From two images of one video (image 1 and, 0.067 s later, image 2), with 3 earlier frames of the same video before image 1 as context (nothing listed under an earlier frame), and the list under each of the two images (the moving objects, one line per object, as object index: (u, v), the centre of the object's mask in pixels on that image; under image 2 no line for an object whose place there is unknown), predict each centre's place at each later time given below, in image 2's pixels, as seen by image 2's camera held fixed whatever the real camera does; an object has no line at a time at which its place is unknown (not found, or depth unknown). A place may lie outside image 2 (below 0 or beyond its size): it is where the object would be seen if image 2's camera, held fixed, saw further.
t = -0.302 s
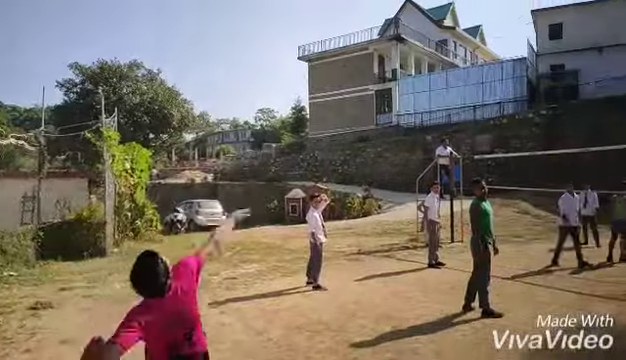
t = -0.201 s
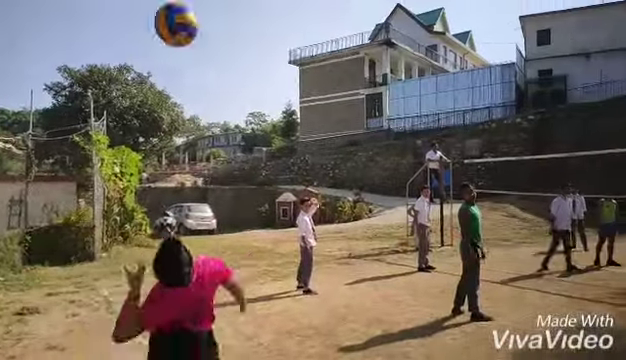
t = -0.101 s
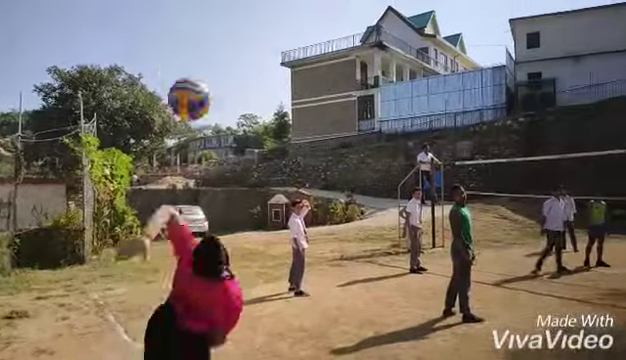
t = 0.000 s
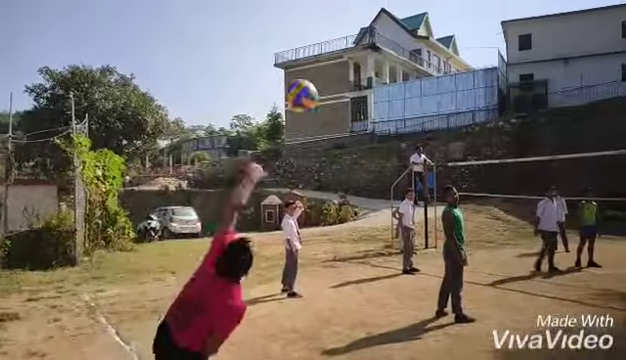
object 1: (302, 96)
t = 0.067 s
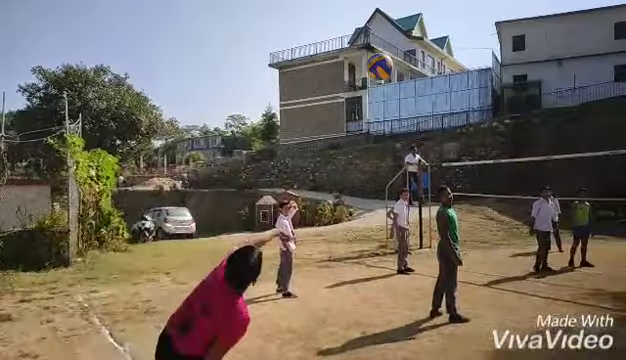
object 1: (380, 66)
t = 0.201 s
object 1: (475, 44)
